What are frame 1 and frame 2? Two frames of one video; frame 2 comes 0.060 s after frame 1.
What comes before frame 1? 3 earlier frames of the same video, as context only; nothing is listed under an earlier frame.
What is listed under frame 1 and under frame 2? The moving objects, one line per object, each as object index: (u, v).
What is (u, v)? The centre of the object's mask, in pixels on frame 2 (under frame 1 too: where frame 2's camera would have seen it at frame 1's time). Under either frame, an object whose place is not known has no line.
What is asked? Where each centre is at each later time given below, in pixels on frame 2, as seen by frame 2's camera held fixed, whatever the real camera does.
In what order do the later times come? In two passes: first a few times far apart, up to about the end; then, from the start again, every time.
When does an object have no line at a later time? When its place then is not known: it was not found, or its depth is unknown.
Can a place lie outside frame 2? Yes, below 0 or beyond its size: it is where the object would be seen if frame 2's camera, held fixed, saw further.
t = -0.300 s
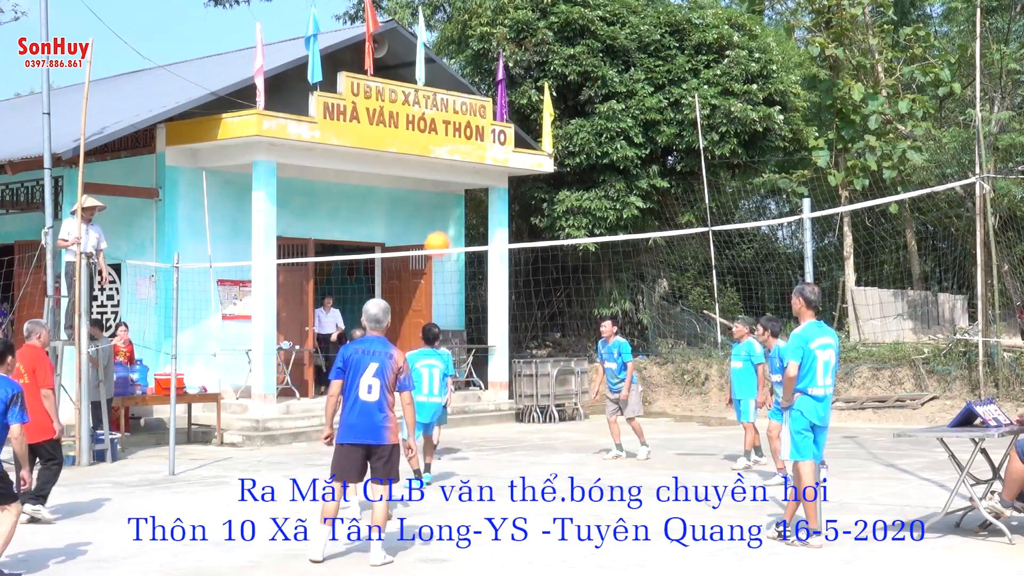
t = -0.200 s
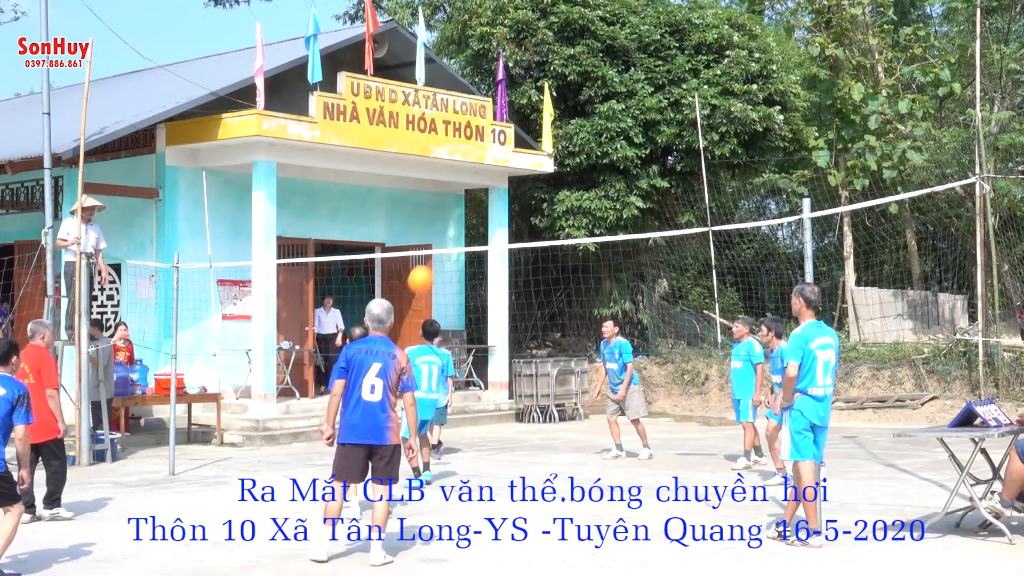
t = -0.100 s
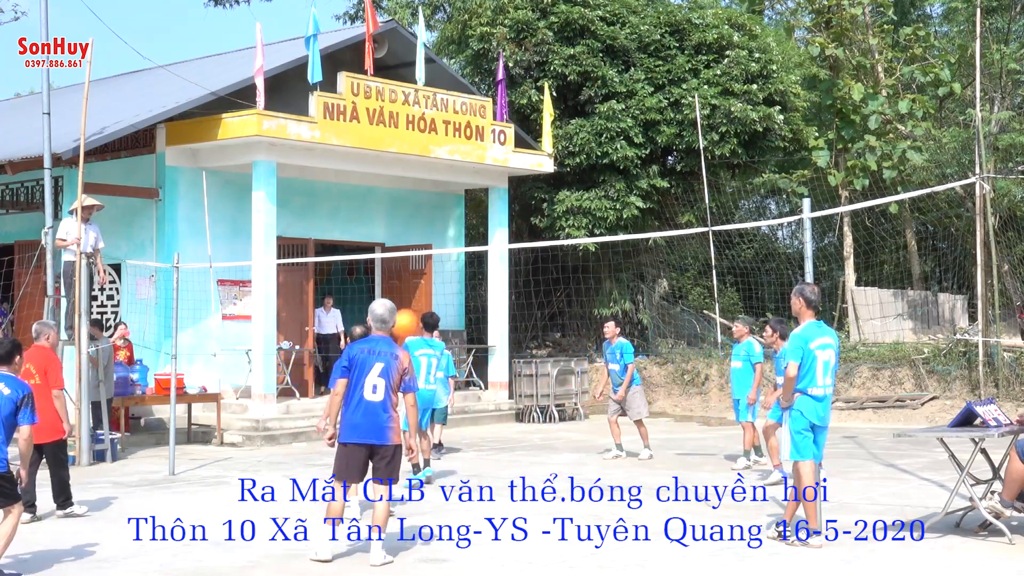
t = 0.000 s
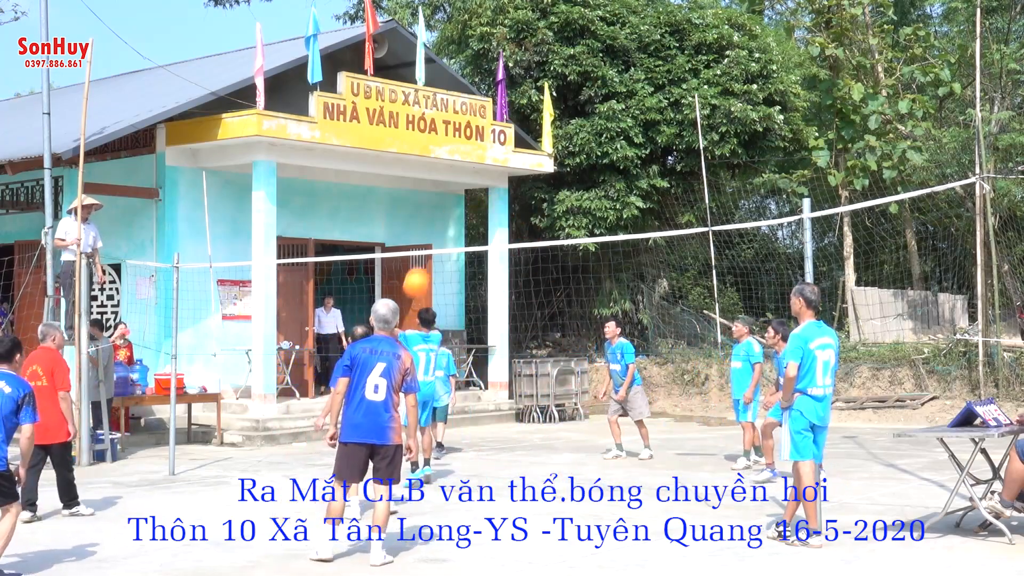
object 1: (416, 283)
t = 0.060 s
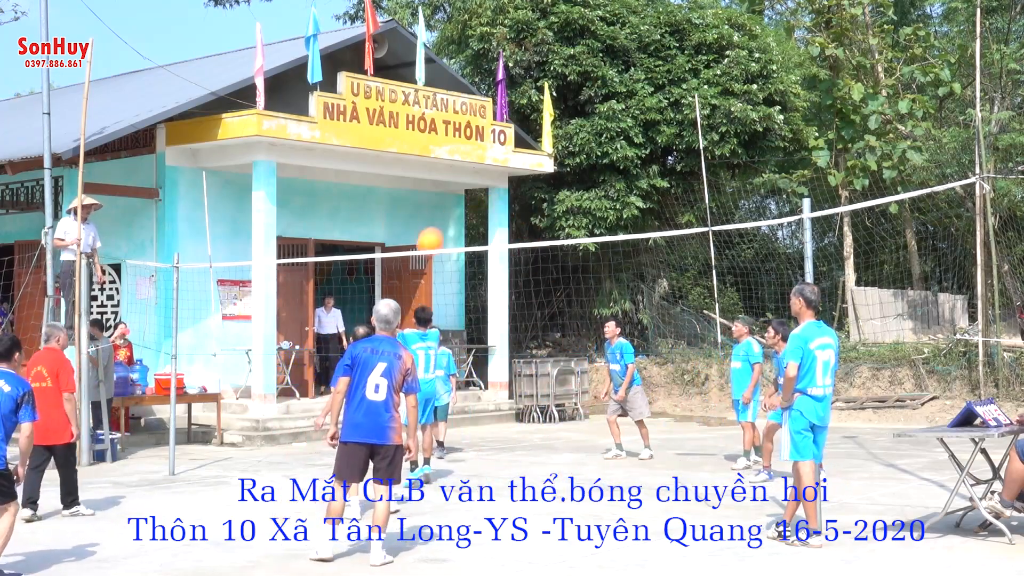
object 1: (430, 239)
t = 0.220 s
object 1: (464, 156)
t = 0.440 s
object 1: (507, 82)
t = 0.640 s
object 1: (544, 59)
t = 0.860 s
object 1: (583, 78)
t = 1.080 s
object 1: (617, 140)
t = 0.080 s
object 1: (434, 230)
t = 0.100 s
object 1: (439, 218)
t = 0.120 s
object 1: (443, 206)
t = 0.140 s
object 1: (447, 195)
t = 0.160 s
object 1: (452, 185)
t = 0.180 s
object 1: (456, 175)
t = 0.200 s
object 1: (459, 166)
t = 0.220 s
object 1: (464, 156)
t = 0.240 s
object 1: (469, 148)
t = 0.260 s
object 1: (472, 138)
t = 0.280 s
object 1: (476, 130)
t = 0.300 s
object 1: (480, 123)
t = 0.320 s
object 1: (485, 115)
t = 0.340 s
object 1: (488, 109)
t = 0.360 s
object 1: (492, 103)
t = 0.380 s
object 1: (497, 97)
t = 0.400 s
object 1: (500, 92)
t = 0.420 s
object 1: (504, 87)
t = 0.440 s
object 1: (507, 82)
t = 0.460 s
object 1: (511, 78)
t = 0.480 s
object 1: (515, 75)
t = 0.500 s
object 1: (518, 71)
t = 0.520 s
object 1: (522, 68)
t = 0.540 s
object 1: (526, 66)
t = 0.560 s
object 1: (529, 64)
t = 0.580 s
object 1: (533, 62)
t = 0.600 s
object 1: (537, 60)
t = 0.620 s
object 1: (541, 60)
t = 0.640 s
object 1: (544, 59)
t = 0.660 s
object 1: (548, 59)
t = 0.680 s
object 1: (551, 59)
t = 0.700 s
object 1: (555, 60)
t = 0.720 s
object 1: (559, 61)
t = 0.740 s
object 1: (562, 62)
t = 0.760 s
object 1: (566, 64)
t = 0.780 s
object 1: (569, 66)
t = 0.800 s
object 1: (573, 68)
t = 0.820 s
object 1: (576, 71)
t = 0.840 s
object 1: (579, 74)
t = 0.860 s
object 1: (583, 78)
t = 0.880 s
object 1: (586, 82)
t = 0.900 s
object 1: (589, 86)
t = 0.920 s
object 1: (593, 91)
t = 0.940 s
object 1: (596, 96)
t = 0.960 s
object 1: (599, 101)
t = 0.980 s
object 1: (602, 107)
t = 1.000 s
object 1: (605, 113)
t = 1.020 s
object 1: (608, 119)
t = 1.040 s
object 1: (611, 126)
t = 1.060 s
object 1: (615, 133)
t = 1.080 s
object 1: (617, 140)
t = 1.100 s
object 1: (621, 148)
